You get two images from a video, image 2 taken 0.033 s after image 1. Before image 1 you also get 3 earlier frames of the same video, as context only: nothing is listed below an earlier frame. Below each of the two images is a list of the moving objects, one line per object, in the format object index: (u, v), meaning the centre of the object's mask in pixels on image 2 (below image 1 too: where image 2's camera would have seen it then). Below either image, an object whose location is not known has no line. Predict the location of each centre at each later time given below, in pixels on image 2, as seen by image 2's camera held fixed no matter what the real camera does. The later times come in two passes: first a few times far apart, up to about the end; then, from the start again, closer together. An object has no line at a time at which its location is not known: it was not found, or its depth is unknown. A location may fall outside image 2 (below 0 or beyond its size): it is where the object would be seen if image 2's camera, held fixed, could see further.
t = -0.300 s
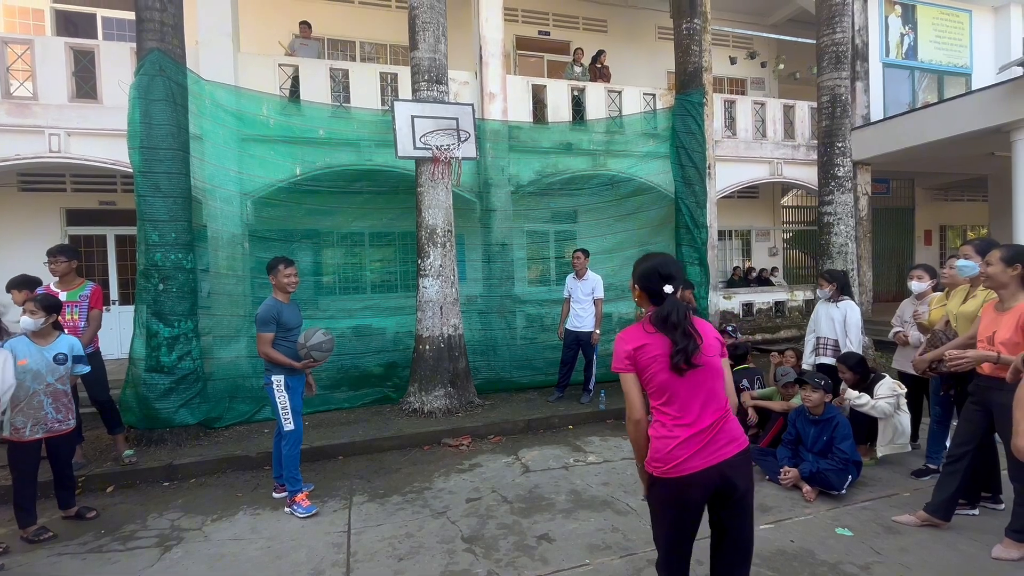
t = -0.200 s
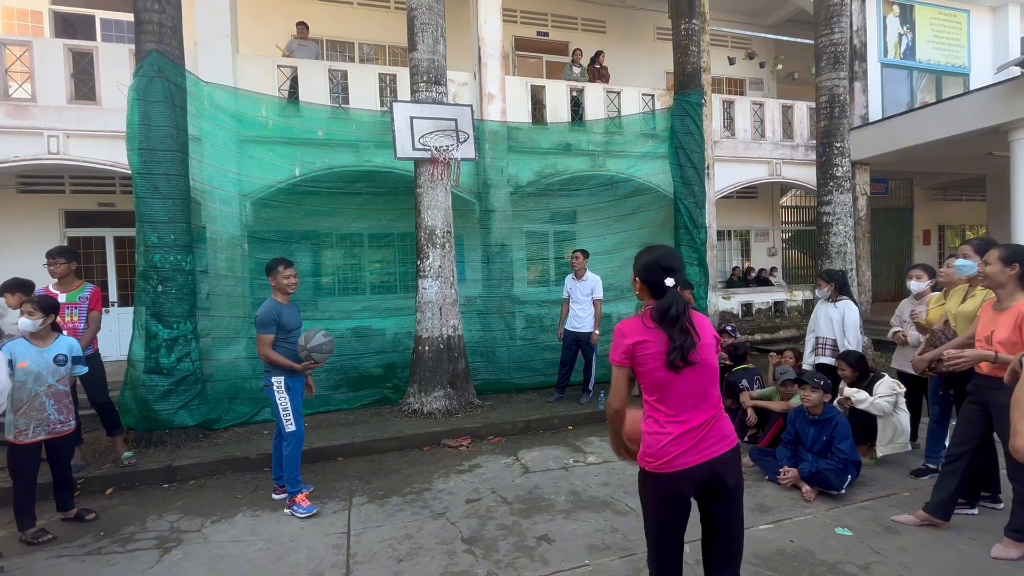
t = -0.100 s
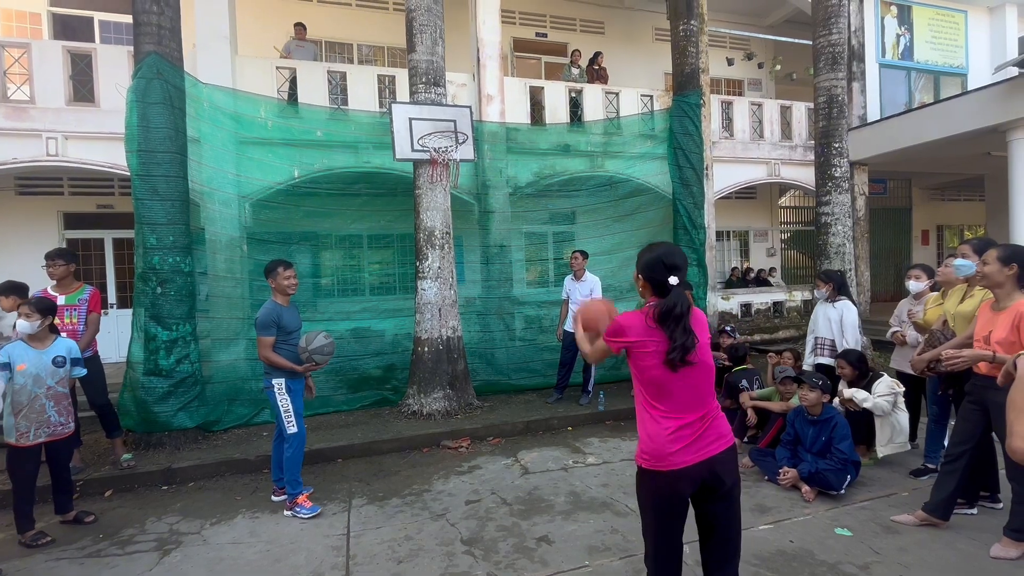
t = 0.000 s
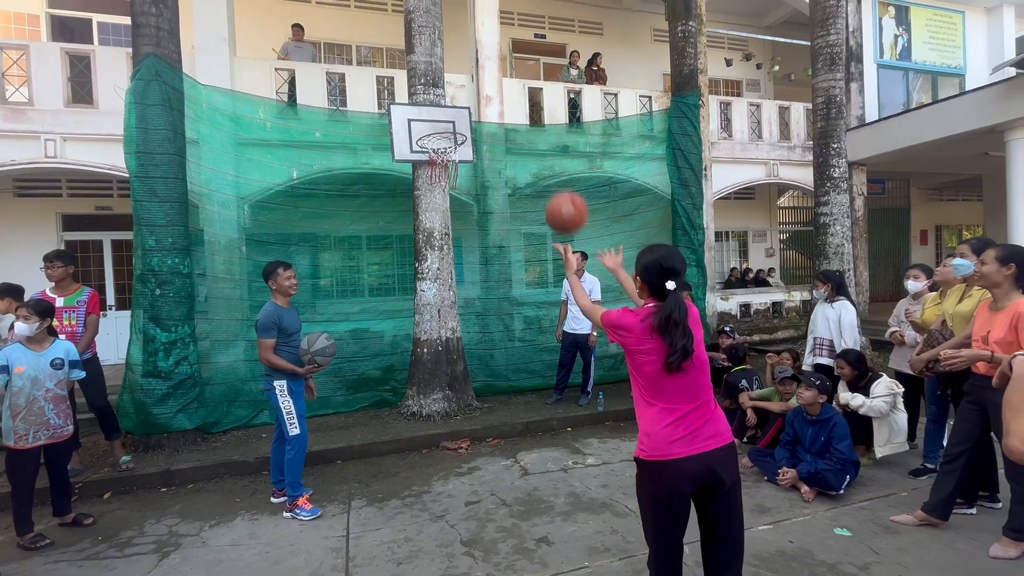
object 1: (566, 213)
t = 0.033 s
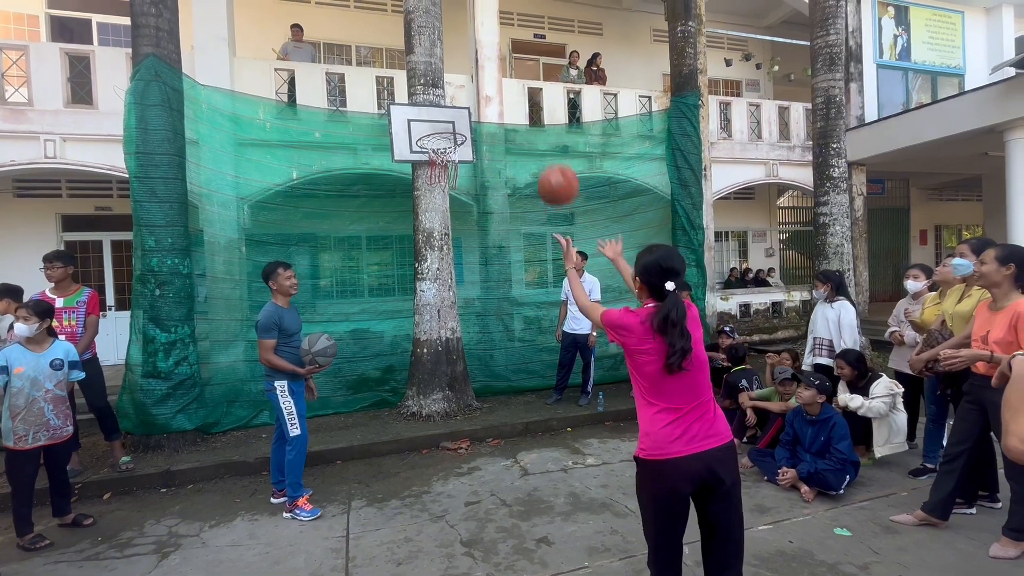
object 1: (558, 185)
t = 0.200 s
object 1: (523, 92)
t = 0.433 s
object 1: (489, 57)
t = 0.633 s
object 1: (468, 88)
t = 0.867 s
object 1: (451, 174)
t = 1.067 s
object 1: (440, 277)
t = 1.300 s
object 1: (427, 391)
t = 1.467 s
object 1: (413, 428)
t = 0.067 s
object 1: (550, 161)
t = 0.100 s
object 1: (543, 139)
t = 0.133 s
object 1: (536, 120)
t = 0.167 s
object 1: (529, 105)
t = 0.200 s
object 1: (523, 92)
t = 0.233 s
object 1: (517, 81)
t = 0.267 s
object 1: (512, 72)
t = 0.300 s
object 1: (507, 65)
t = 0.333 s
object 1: (501, 60)
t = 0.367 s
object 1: (497, 57)
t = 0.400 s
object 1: (493, 56)
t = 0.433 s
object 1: (489, 57)
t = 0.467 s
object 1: (485, 59)
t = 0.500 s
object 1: (481, 62)
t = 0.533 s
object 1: (477, 67)
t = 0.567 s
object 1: (474, 73)
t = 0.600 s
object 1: (471, 80)
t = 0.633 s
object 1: (468, 88)
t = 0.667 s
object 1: (465, 98)
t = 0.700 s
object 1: (462, 108)
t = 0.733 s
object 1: (460, 120)
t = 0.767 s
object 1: (457, 132)
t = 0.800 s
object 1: (455, 145)
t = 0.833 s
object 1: (453, 160)
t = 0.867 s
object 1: (451, 174)
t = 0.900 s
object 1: (449, 190)
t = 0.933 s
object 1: (447, 206)
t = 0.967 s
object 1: (445, 223)
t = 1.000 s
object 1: (443, 240)
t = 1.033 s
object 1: (441, 258)
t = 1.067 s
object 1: (440, 277)
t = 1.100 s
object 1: (438, 297)
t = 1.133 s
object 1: (437, 317)
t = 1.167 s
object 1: (435, 333)
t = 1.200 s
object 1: (433, 345)
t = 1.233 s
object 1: (431, 358)
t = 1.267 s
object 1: (429, 374)
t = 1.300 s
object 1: (427, 391)
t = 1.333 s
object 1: (425, 411)
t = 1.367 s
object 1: (423, 433)
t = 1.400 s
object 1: (420, 451)
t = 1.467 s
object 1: (413, 428)
